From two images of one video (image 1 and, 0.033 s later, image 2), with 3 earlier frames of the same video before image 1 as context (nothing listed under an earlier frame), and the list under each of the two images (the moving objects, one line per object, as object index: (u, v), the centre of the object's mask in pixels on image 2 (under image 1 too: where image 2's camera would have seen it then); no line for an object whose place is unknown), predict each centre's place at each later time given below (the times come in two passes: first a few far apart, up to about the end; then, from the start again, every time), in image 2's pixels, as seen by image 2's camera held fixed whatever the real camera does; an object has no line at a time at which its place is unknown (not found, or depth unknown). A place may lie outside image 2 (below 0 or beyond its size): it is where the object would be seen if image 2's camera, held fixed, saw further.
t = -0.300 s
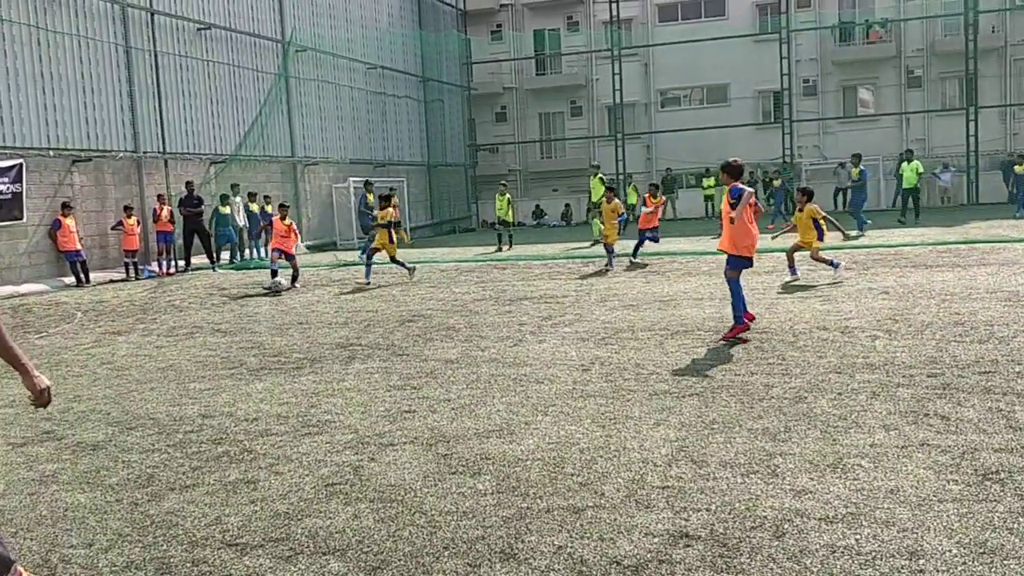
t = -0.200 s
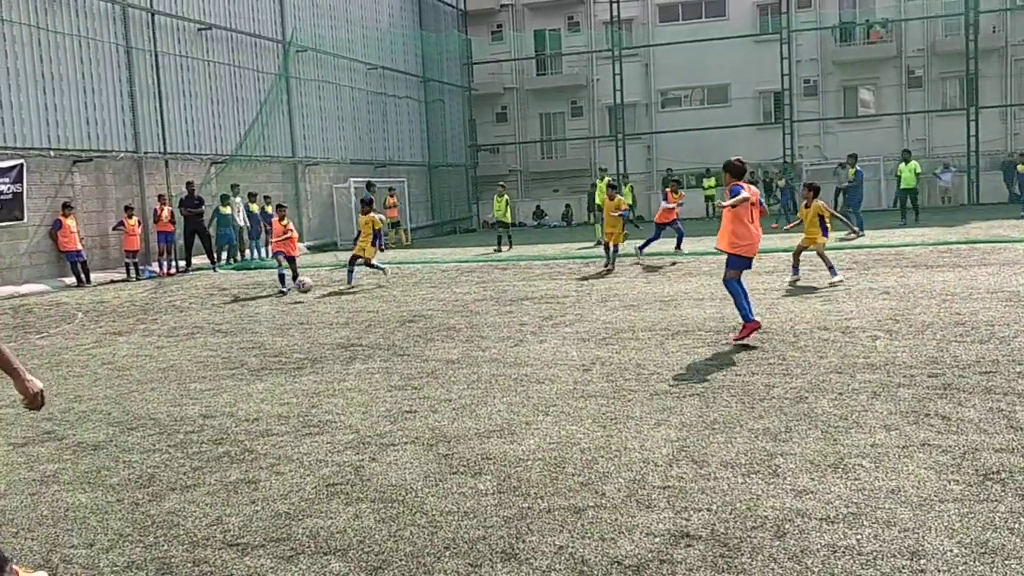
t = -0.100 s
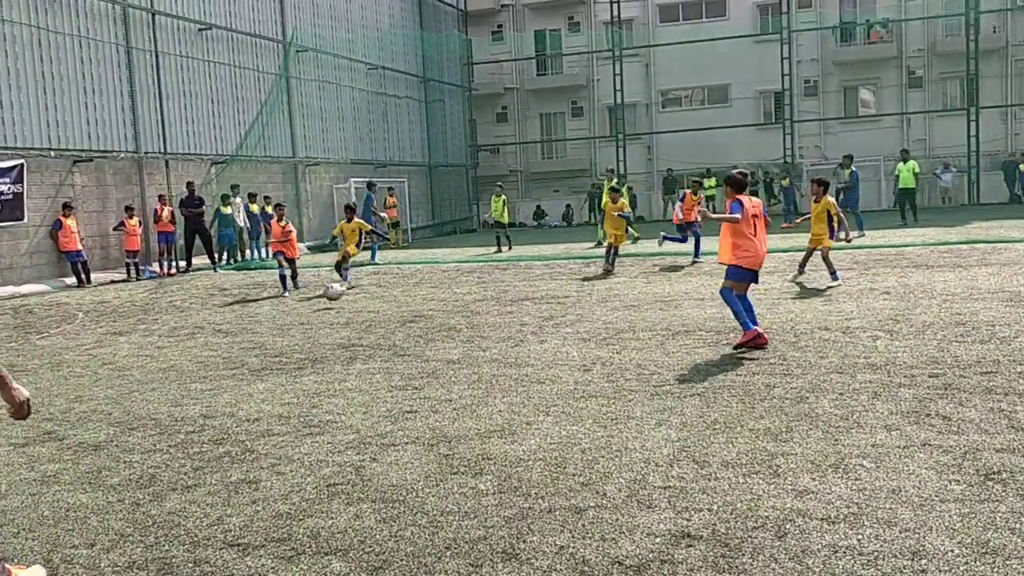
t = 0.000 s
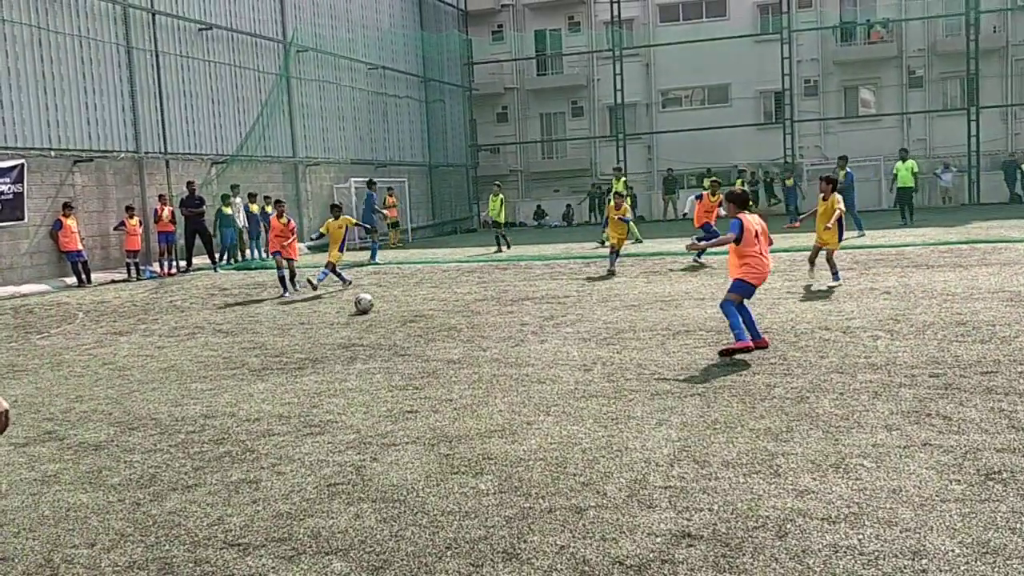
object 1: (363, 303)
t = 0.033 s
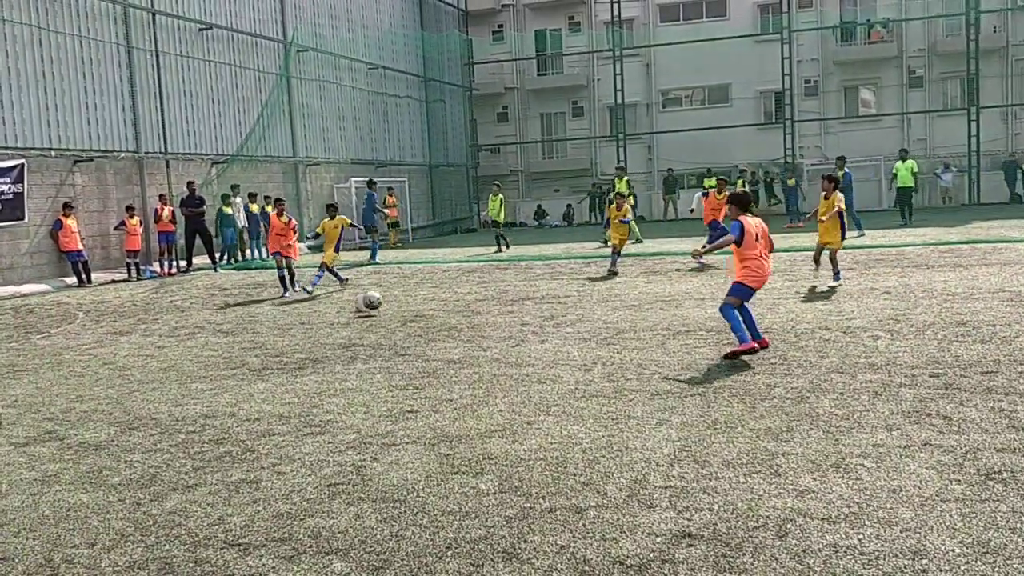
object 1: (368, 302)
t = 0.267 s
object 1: (439, 312)
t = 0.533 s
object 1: (515, 323)
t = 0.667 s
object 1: (558, 342)
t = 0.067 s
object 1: (380, 299)
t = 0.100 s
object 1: (389, 298)
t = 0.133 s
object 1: (398, 299)
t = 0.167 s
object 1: (408, 300)
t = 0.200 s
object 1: (418, 303)
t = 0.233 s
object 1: (428, 307)
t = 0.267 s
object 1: (439, 312)
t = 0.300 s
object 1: (450, 320)
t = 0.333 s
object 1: (460, 322)
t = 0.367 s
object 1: (468, 318)
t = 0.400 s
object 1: (475, 316)
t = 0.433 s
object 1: (486, 316)
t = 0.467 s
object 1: (495, 318)
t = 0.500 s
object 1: (505, 320)
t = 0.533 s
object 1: (515, 323)
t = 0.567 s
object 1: (525, 328)
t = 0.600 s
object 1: (537, 334)
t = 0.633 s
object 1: (547, 343)
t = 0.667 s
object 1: (558, 342)
